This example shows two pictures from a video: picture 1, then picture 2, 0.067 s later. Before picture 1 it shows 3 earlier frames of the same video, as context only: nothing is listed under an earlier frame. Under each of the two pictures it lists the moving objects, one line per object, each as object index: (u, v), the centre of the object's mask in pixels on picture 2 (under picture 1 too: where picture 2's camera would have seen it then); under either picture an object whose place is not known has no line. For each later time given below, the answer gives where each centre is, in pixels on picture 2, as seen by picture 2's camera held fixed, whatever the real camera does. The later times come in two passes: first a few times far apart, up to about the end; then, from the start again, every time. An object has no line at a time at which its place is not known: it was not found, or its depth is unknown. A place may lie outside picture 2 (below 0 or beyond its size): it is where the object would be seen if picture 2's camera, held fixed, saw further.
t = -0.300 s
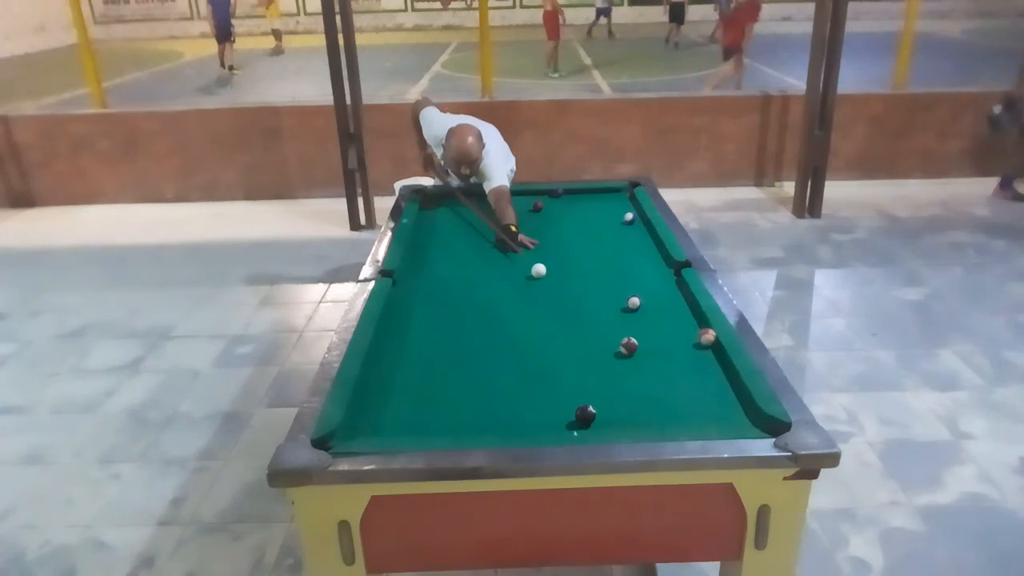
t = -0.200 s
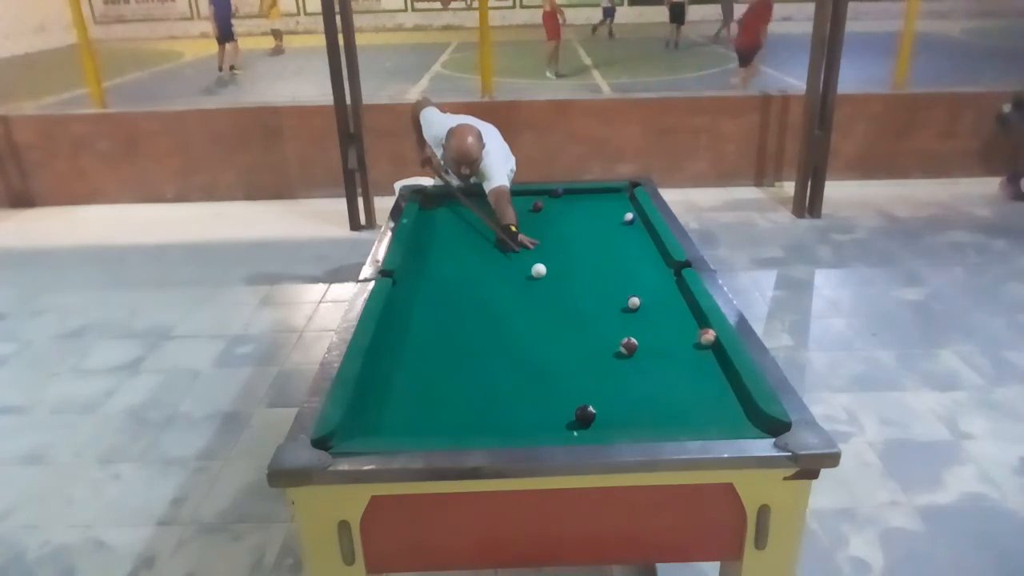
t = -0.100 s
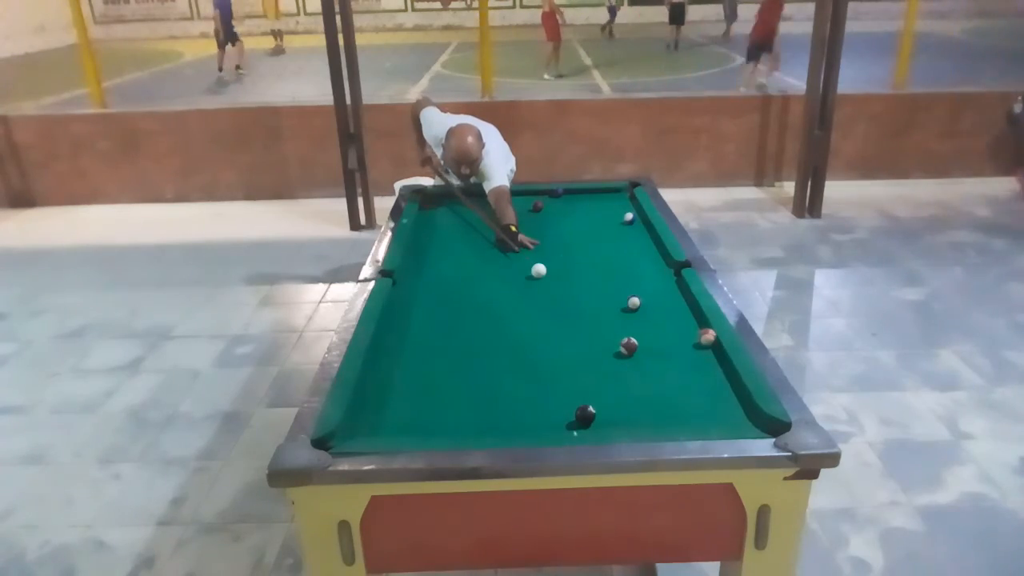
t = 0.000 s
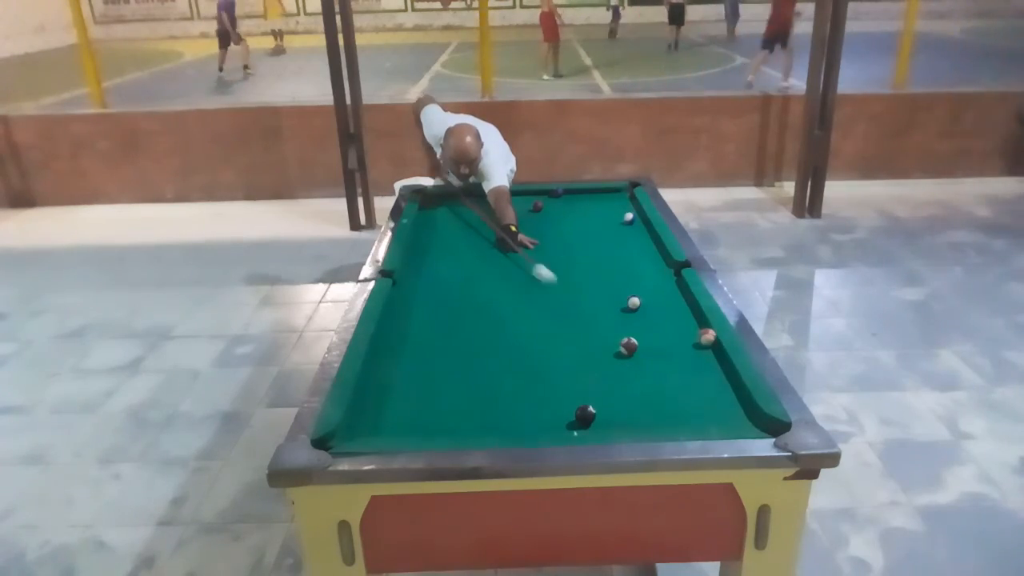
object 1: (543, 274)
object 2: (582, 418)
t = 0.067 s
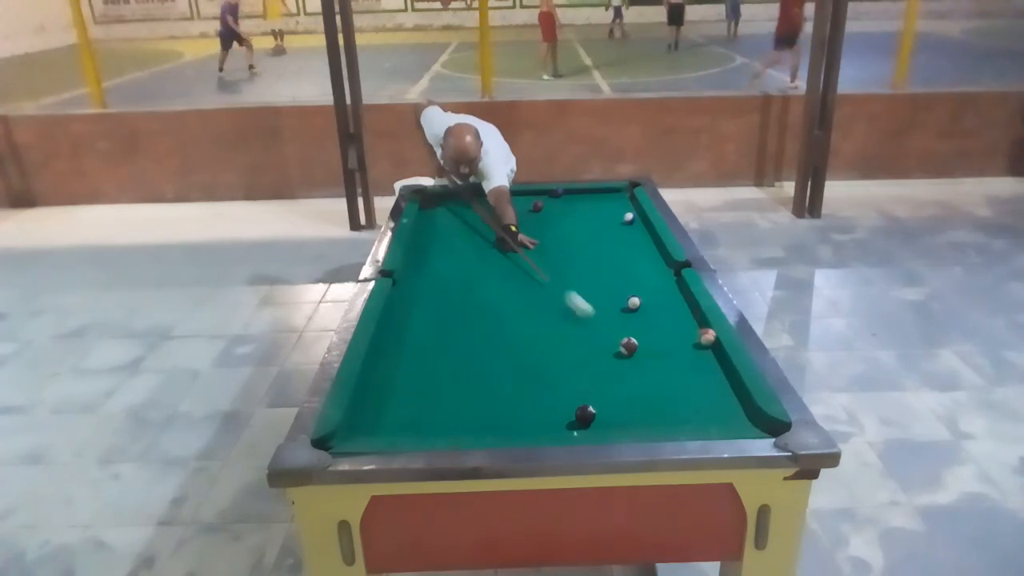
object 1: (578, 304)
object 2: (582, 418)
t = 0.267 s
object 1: (592, 351)
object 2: (582, 418)
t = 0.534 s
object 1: (573, 394)
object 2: (582, 418)
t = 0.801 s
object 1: (536, 422)
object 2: (604, 422)
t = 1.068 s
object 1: (506, 405)
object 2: (613, 419)
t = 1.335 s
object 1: (481, 388)
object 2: (620, 415)
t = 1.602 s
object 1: (459, 373)
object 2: (626, 408)
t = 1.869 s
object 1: (440, 360)
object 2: (631, 403)
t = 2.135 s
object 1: (425, 349)
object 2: (635, 398)
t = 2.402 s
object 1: (412, 338)
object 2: (638, 394)
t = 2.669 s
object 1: (402, 329)
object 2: (639, 392)
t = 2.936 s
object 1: (394, 321)
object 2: (640, 390)
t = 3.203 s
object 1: (389, 314)
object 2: (640, 388)
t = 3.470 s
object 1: (395, 310)
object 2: (640, 388)
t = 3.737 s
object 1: (400, 306)
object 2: (640, 387)
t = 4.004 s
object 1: (405, 303)
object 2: (640, 387)
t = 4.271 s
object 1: (409, 300)
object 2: (639, 387)
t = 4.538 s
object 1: (413, 299)
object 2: (639, 387)
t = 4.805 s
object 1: (416, 298)
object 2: (639, 387)
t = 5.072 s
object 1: (417, 297)
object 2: (639, 387)
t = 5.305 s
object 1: (418, 298)
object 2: (639, 387)
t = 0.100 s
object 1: (598, 322)
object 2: (582, 418)
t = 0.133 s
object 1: (614, 337)
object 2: (582, 418)
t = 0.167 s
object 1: (608, 341)
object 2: (582, 418)
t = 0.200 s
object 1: (602, 344)
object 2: (582, 418)
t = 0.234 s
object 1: (596, 347)
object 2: (582, 418)
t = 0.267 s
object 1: (592, 351)
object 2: (582, 418)
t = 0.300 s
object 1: (588, 355)
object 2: (582, 418)
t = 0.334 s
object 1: (585, 360)
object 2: (582, 418)
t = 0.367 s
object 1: (583, 365)
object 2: (582, 418)
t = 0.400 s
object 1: (581, 371)
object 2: (582, 418)
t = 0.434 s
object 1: (579, 377)
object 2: (582, 418)
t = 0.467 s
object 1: (577, 382)
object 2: (582, 418)
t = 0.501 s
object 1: (575, 388)
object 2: (582, 418)
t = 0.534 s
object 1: (573, 394)
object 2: (582, 418)
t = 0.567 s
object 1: (570, 400)
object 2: (582, 418)
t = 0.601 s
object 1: (567, 406)
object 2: (583, 419)
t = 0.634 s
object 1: (562, 411)
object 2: (586, 419)
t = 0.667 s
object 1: (556, 415)
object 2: (590, 420)
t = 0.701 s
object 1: (551, 419)
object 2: (593, 421)
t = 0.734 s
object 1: (545, 423)
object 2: (597, 421)
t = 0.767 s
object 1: (540, 424)
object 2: (601, 422)
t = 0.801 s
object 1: (536, 422)
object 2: (604, 422)
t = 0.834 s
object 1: (532, 420)
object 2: (606, 423)
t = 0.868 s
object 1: (528, 418)
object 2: (607, 422)
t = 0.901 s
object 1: (524, 416)
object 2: (608, 421)
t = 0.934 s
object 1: (520, 414)
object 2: (609, 421)
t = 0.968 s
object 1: (517, 411)
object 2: (610, 420)
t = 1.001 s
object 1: (513, 409)
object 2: (611, 420)
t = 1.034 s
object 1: (510, 407)
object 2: (612, 419)
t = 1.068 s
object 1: (506, 405)
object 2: (613, 419)
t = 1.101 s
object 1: (503, 402)
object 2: (614, 418)
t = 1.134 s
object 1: (500, 400)
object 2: (614, 419)
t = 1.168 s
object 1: (496, 398)
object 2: (615, 418)
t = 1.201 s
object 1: (493, 396)
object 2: (616, 418)
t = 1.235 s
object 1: (490, 394)
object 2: (617, 417)
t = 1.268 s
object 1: (487, 392)
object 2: (618, 416)
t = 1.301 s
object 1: (484, 390)
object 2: (619, 416)
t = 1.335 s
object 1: (481, 388)
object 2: (620, 415)
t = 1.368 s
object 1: (478, 386)
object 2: (620, 414)
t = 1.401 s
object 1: (475, 384)
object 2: (621, 413)
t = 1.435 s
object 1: (472, 382)
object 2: (622, 412)
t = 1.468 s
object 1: (469, 381)
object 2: (623, 412)
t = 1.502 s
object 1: (467, 379)
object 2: (624, 411)
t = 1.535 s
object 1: (464, 377)
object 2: (625, 410)
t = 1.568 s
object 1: (461, 375)
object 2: (626, 409)
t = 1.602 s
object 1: (459, 373)
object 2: (626, 408)
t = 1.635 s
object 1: (456, 372)
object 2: (627, 407)
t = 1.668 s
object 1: (454, 370)
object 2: (627, 407)
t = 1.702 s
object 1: (452, 368)
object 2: (628, 406)
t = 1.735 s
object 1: (449, 367)
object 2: (629, 405)
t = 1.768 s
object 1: (447, 365)
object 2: (630, 405)
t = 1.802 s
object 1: (445, 363)
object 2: (630, 404)
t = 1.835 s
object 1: (442, 362)
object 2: (631, 403)
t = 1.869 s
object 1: (440, 360)
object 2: (631, 403)
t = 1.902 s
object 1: (438, 359)
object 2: (632, 402)
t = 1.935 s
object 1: (436, 357)
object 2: (632, 402)
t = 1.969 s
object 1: (434, 356)
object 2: (633, 401)
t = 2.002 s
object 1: (432, 354)
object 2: (633, 400)
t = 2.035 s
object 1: (430, 353)
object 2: (634, 400)
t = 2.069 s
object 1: (428, 352)
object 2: (634, 399)
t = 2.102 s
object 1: (427, 350)
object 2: (635, 398)
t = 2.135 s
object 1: (425, 349)
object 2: (635, 398)
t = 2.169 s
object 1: (423, 347)
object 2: (636, 398)
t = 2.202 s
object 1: (421, 346)
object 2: (636, 397)
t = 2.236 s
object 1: (420, 345)
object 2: (637, 396)
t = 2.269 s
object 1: (418, 343)
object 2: (637, 396)
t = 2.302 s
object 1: (417, 342)
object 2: (637, 395)
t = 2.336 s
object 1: (415, 341)
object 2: (638, 395)
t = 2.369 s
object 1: (414, 339)
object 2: (638, 395)
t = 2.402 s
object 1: (412, 338)
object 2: (638, 394)
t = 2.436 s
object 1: (411, 337)
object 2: (639, 394)
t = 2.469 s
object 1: (410, 336)
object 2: (639, 393)
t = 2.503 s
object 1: (408, 335)
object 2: (639, 393)
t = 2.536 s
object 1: (407, 334)
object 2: (639, 393)
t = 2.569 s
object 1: (406, 332)
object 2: (639, 392)
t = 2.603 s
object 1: (405, 331)
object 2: (639, 392)
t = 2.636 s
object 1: (403, 330)
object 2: (639, 392)
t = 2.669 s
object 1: (402, 329)
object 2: (639, 392)
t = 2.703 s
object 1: (401, 328)
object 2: (640, 391)
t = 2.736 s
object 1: (400, 327)
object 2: (640, 391)
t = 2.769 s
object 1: (399, 326)
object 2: (640, 391)
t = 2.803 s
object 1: (398, 325)
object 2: (640, 391)
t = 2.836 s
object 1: (397, 324)
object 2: (640, 390)
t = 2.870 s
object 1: (396, 323)
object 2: (640, 390)
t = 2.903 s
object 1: (395, 322)
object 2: (640, 390)
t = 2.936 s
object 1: (394, 321)
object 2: (640, 390)
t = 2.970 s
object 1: (393, 320)
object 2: (640, 390)
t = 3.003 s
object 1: (392, 319)
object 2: (640, 389)
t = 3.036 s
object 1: (391, 318)
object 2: (640, 389)
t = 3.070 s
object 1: (391, 317)
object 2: (640, 389)
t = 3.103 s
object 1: (390, 316)
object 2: (640, 389)
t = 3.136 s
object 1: (389, 316)
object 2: (640, 389)
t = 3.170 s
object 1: (388, 315)
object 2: (640, 389)
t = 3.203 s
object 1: (389, 314)
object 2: (640, 388)
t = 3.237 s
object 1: (389, 314)
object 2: (640, 388)
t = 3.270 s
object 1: (390, 313)
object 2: (640, 388)
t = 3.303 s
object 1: (391, 312)
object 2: (640, 388)
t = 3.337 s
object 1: (392, 312)
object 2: (640, 388)
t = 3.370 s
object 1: (392, 311)
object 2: (640, 388)
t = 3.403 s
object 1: (393, 311)
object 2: (640, 388)
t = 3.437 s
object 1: (394, 310)
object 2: (640, 388)
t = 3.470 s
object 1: (395, 310)
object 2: (640, 388)
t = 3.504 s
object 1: (395, 309)
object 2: (640, 388)
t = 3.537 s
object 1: (396, 309)
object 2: (640, 388)
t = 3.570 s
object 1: (397, 308)
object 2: (640, 388)
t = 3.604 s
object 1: (397, 308)
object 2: (640, 388)
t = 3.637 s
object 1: (398, 307)
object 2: (640, 388)
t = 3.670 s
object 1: (399, 307)
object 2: (640, 388)
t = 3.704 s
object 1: (399, 306)
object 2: (640, 387)
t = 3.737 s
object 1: (400, 306)
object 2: (640, 387)
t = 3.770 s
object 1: (401, 305)
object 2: (640, 388)
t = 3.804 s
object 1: (401, 305)
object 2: (639, 388)
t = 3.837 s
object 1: (402, 305)
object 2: (639, 388)
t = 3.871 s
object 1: (402, 304)
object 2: (640, 387)
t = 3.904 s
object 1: (403, 304)
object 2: (640, 387)
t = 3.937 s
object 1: (404, 303)
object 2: (640, 387)
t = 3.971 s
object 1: (404, 303)
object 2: (640, 387)
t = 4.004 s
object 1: (405, 303)
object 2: (640, 387)
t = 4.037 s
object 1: (405, 302)
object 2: (640, 387)
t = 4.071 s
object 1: (406, 302)
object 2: (640, 387)
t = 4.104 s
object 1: (407, 302)
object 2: (639, 387)
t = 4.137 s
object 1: (407, 301)
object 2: (639, 387)
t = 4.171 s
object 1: (408, 301)
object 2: (639, 387)
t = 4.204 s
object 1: (408, 301)
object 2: (639, 387)
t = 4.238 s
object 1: (409, 300)
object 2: (639, 387)
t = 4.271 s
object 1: (409, 300)
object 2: (639, 387)
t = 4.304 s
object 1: (410, 300)
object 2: (639, 387)
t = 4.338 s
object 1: (410, 300)
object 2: (639, 387)
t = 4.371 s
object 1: (411, 300)
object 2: (639, 387)
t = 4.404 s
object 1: (411, 299)
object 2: (639, 387)
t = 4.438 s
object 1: (411, 299)
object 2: (639, 387)
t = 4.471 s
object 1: (412, 299)
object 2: (639, 387)
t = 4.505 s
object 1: (412, 299)
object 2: (639, 387)
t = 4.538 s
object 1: (413, 299)
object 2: (639, 387)
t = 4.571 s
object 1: (413, 299)
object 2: (639, 387)
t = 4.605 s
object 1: (413, 298)
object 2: (639, 387)
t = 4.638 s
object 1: (414, 298)
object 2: (639, 387)
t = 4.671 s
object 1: (414, 298)
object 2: (639, 387)
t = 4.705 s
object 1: (415, 298)
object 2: (639, 387)
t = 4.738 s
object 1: (415, 298)
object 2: (639, 387)
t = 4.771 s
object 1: (415, 298)
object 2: (639, 387)
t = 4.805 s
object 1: (416, 298)
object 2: (639, 387)
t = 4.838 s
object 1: (416, 298)
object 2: (639, 387)
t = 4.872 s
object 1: (416, 297)
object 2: (639, 387)
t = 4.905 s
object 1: (416, 297)
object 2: (640, 387)
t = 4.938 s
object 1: (417, 297)
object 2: (639, 387)
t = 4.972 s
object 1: (417, 297)
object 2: (640, 387)
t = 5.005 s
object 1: (417, 297)
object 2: (640, 387)
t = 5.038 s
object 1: (417, 297)
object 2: (639, 387)
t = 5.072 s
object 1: (417, 297)
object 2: (639, 387)
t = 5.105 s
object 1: (417, 297)
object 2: (639, 387)
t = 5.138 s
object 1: (417, 298)
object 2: (639, 387)
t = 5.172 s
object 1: (417, 298)
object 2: (639, 387)
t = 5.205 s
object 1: (418, 298)
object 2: (639, 387)
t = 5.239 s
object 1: (418, 298)
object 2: (639, 387)
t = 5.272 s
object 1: (418, 298)
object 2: (639, 387)
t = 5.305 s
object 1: (418, 298)
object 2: (639, 387)
